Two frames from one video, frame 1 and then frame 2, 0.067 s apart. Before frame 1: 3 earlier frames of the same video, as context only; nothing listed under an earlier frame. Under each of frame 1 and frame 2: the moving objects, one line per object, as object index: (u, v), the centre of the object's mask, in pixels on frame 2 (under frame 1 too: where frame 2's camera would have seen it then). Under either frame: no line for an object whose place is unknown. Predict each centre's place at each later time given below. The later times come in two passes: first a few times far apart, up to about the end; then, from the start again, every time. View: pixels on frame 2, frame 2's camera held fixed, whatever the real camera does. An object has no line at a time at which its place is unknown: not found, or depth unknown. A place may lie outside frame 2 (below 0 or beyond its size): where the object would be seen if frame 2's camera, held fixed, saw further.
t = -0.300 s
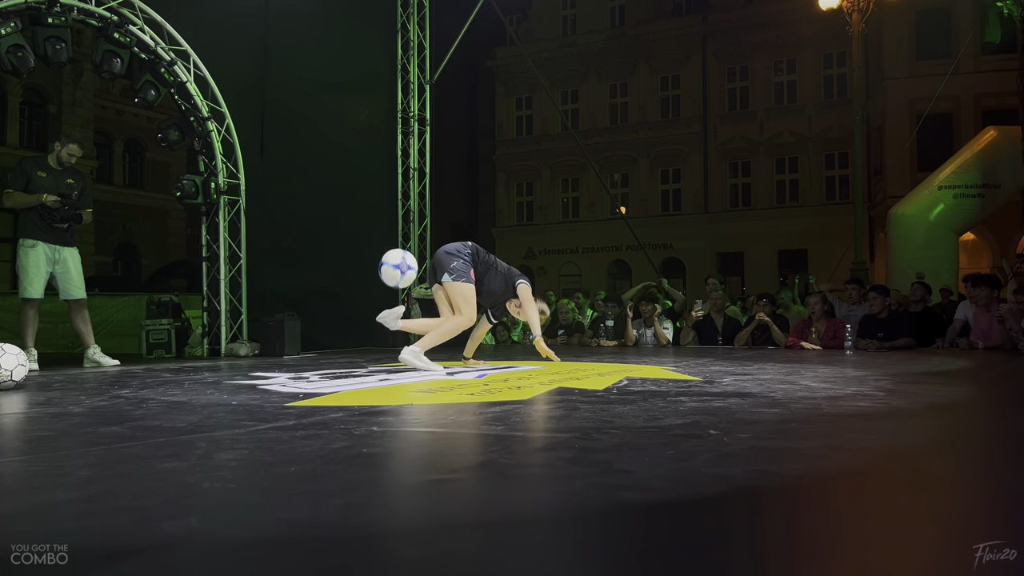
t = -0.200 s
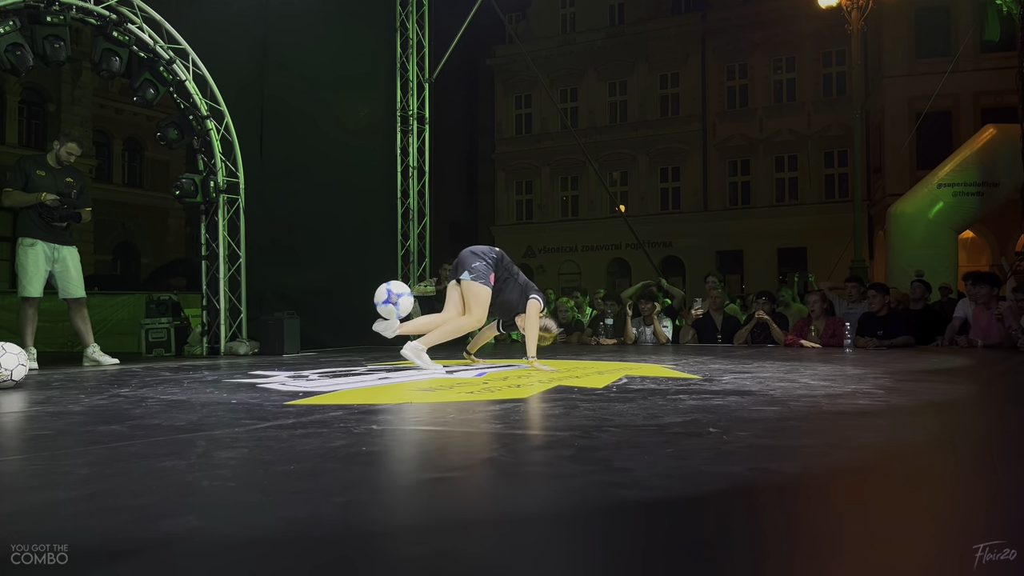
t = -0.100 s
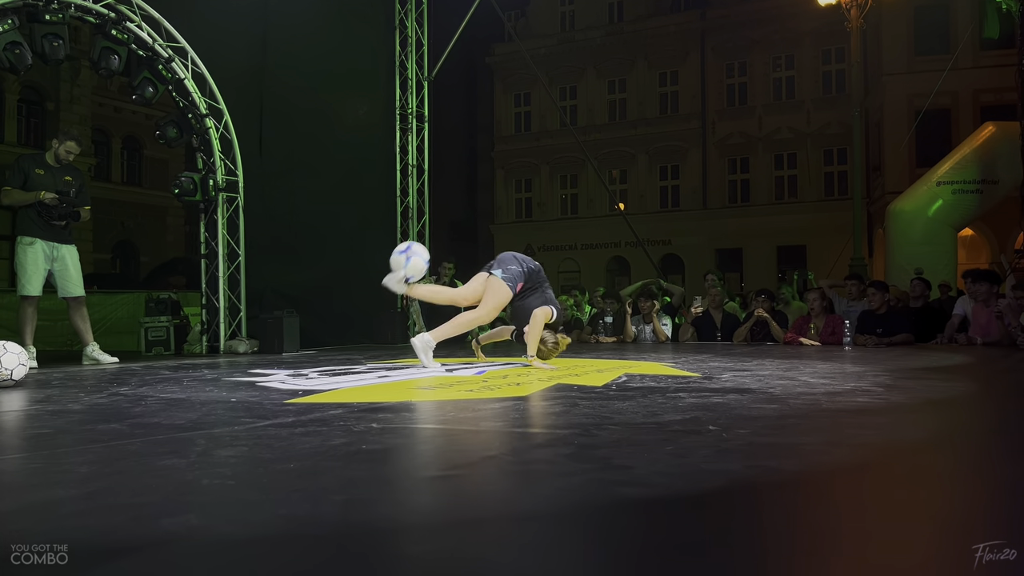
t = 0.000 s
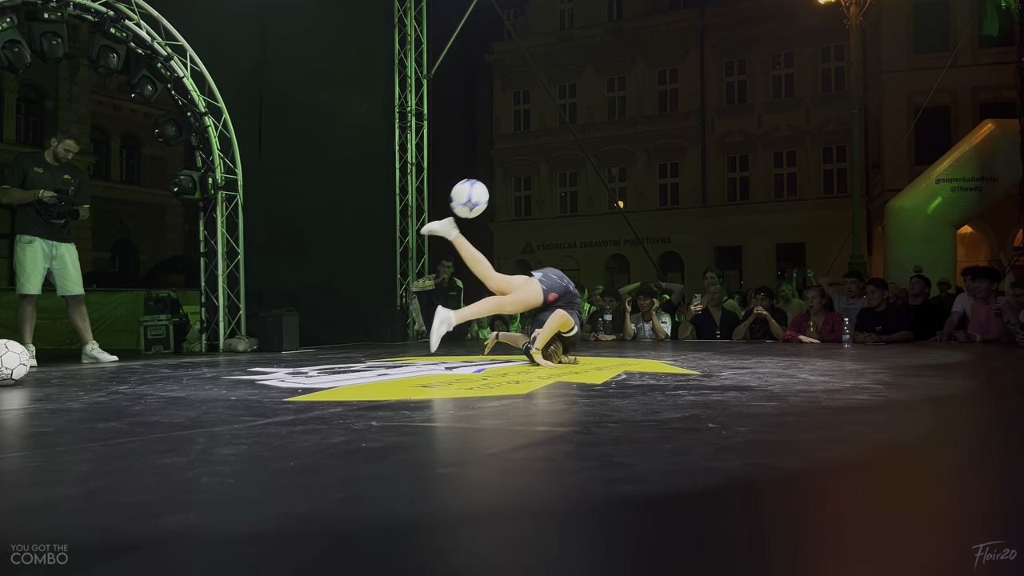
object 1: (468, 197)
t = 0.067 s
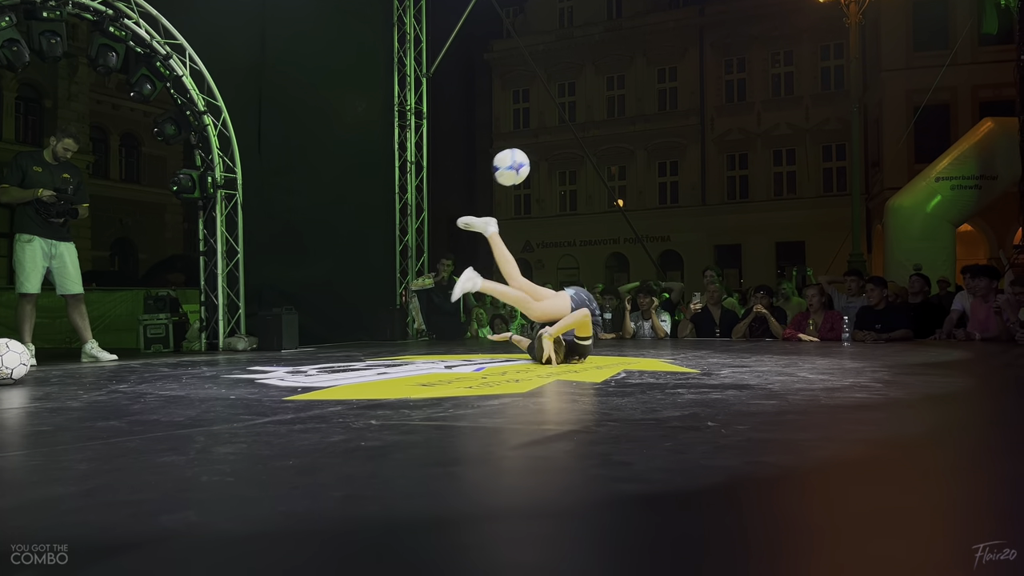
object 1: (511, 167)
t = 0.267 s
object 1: (624, 126)
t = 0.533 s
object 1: (751, 165)
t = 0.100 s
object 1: (530, 155)
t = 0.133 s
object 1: (550, 145)
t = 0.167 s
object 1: (569, 138)
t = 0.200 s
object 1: (588, 132)
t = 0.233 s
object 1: (606, 129)
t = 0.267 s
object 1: (624, 126)
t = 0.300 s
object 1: (641, 126)
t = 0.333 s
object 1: (658, 127)
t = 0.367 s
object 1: (674, 130)
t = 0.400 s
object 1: (690, 134)
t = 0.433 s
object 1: (706, 139)
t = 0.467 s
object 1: (721, 147)
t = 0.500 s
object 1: (736, 155)
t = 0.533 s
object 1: (751, 165)
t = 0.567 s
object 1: (766, 176)
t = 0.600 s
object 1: (780, 189)
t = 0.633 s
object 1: (794, 202)
